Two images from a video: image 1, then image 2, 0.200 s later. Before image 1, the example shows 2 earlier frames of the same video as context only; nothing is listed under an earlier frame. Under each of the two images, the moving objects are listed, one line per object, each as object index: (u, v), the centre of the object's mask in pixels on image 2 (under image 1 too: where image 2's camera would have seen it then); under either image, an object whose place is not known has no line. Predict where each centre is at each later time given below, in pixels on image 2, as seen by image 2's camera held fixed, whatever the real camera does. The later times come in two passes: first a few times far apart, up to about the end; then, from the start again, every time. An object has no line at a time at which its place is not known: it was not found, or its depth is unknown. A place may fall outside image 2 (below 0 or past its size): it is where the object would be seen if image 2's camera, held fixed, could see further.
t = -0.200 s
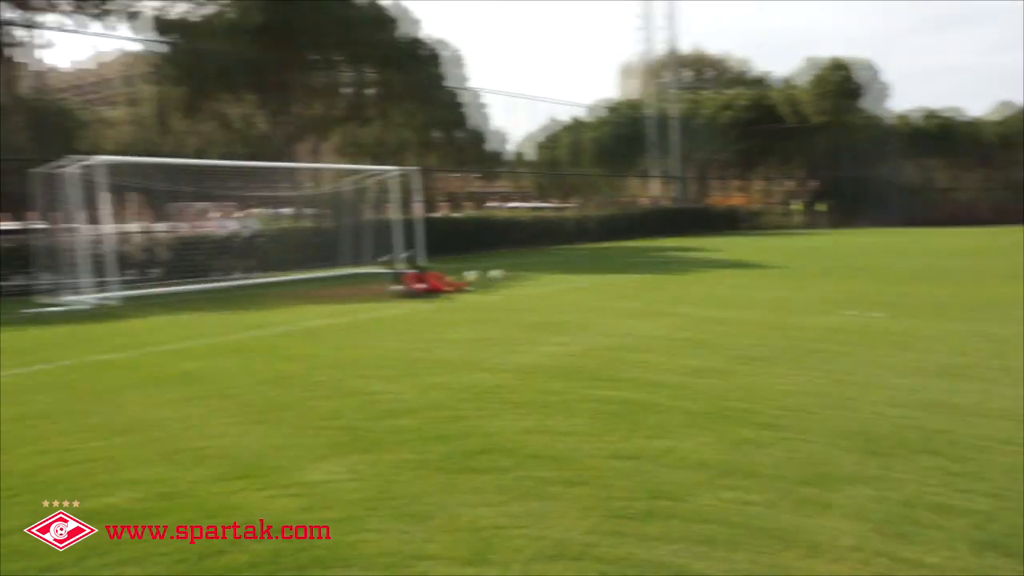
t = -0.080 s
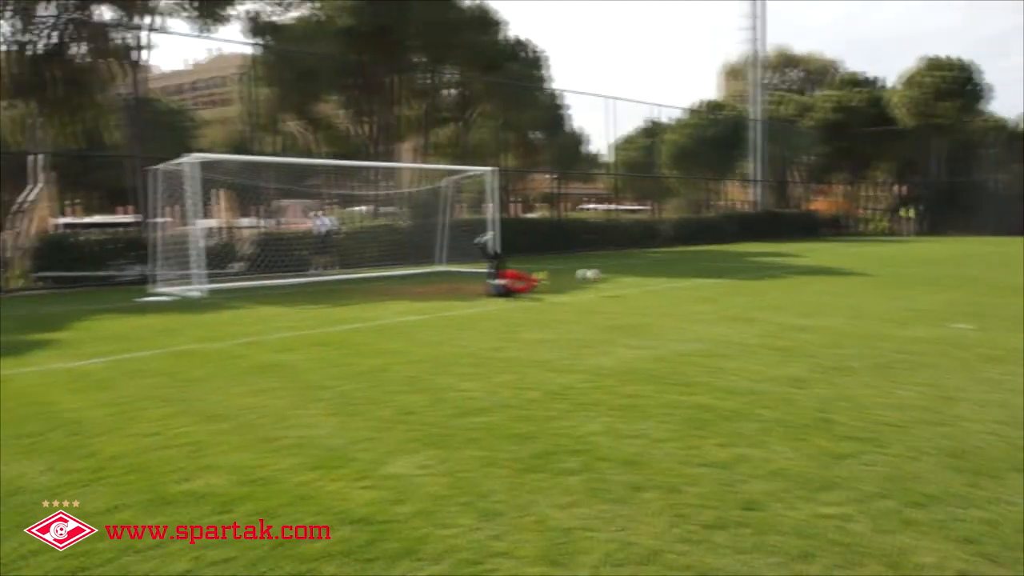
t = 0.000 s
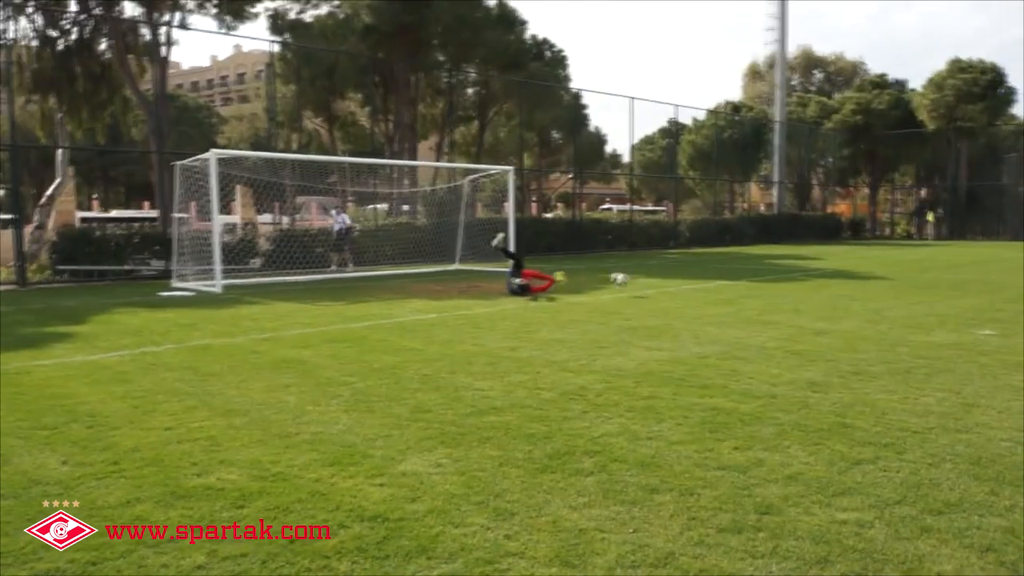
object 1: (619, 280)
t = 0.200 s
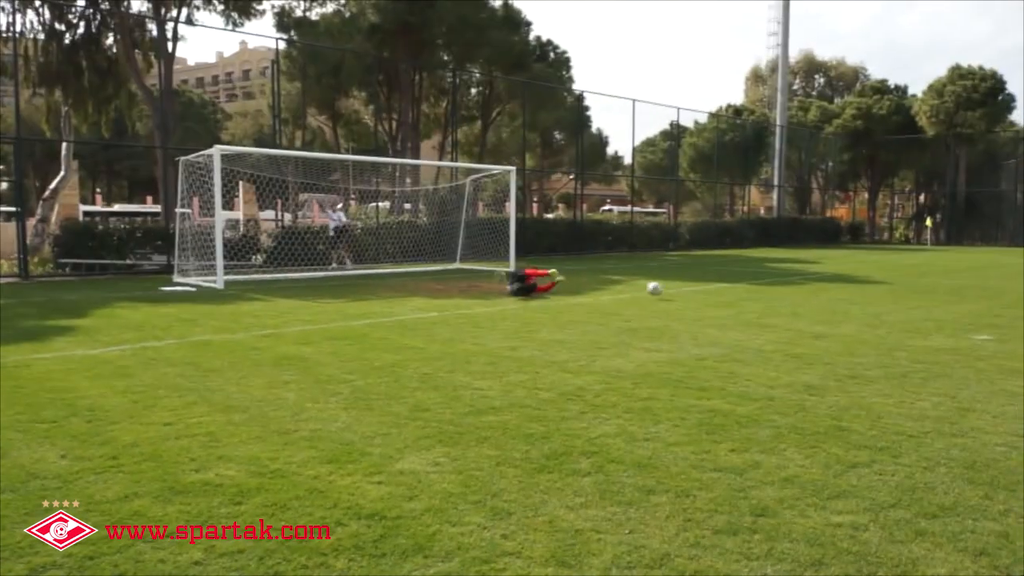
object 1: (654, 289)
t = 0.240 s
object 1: (661, 288)
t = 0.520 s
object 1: (707, 293)
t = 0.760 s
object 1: (746, 295)
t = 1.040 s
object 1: (786, 297)
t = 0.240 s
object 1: (661, 288)
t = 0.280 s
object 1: (668, 288)
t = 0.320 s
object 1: (674, 289)
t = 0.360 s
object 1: (682, 292)
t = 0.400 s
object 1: (688, 294)
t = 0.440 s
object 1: (695, 294)
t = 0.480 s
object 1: (702, 293)
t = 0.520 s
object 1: (707, 293)
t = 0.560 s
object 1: (714, 293)
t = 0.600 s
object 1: (721, 295)
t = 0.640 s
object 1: (727, 295)
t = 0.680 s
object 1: (733, 295)
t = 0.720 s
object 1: (739, 296)
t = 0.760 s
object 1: (746, 295)
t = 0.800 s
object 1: (752, 296)
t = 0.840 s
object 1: (758, 296)
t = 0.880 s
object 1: (764, 296)
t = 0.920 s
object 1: (770, 296)
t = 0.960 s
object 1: (775, 296)
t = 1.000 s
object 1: (781, 297)
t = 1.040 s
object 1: (786, 297)
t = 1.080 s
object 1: (793, 297)
